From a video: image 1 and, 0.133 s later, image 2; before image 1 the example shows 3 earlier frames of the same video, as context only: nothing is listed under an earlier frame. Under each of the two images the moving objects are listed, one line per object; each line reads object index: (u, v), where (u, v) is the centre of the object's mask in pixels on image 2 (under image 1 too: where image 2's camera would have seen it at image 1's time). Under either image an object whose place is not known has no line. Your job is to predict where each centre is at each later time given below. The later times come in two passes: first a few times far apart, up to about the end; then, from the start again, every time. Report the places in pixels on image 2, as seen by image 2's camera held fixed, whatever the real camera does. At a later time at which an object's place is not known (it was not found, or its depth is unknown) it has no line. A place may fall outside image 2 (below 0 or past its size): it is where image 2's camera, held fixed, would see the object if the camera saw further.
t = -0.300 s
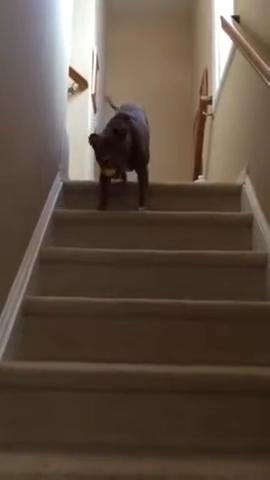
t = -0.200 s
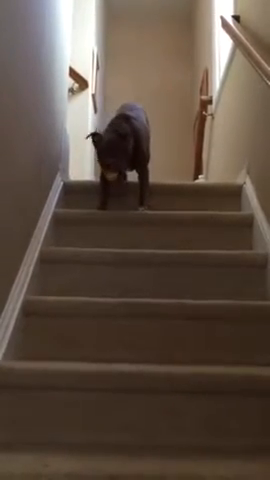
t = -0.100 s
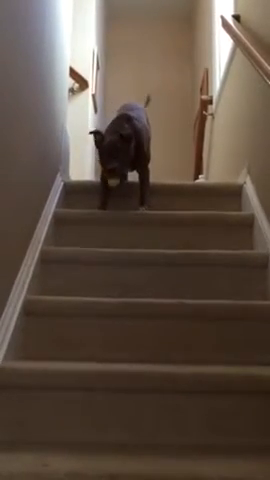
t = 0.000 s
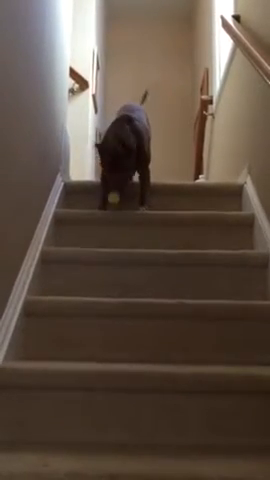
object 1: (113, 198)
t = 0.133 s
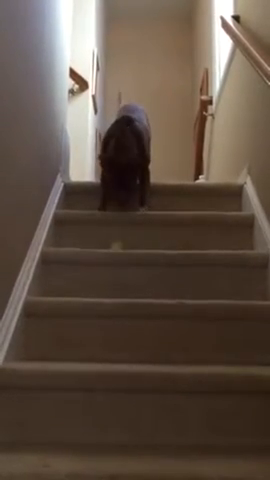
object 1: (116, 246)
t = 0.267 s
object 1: (121, 226)
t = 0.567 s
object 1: (120, 243)
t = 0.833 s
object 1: (120, 243)
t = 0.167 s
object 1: (117, 236)
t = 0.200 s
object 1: (119, 230)
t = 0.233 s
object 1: (121, 226)
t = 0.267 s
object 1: (121, 226)
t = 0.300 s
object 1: (121, 230)
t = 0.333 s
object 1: (121, 235)
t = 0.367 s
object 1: (121, 244)
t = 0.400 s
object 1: (121, 243)
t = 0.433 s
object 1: (121, 238)
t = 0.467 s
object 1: (121, 238)
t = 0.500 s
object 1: (121, 238)
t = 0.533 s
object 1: (121, 239)
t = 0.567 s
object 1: (120, 243)
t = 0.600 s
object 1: (121, 244)
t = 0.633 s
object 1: (121, 243)
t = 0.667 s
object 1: (121, 242)
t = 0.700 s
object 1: (121, 242)
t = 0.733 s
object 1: (121, 244)
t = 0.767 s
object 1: (121, 243)
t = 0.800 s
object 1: (121, 242)
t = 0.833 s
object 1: (120, 243)
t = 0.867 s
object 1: (119, 243)
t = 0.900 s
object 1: (119, 243)
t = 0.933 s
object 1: (119, 243)
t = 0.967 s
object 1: (119, 244)
